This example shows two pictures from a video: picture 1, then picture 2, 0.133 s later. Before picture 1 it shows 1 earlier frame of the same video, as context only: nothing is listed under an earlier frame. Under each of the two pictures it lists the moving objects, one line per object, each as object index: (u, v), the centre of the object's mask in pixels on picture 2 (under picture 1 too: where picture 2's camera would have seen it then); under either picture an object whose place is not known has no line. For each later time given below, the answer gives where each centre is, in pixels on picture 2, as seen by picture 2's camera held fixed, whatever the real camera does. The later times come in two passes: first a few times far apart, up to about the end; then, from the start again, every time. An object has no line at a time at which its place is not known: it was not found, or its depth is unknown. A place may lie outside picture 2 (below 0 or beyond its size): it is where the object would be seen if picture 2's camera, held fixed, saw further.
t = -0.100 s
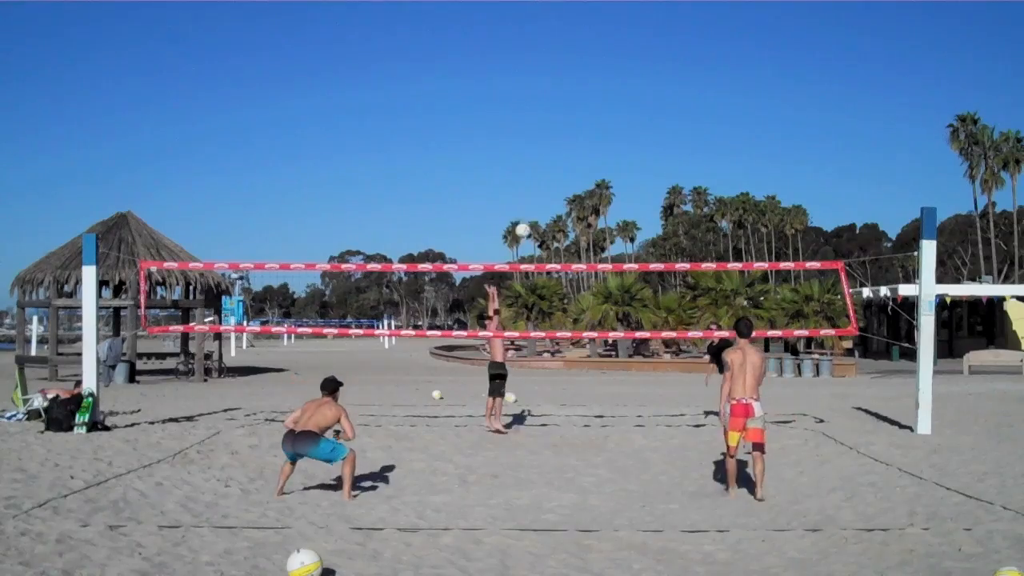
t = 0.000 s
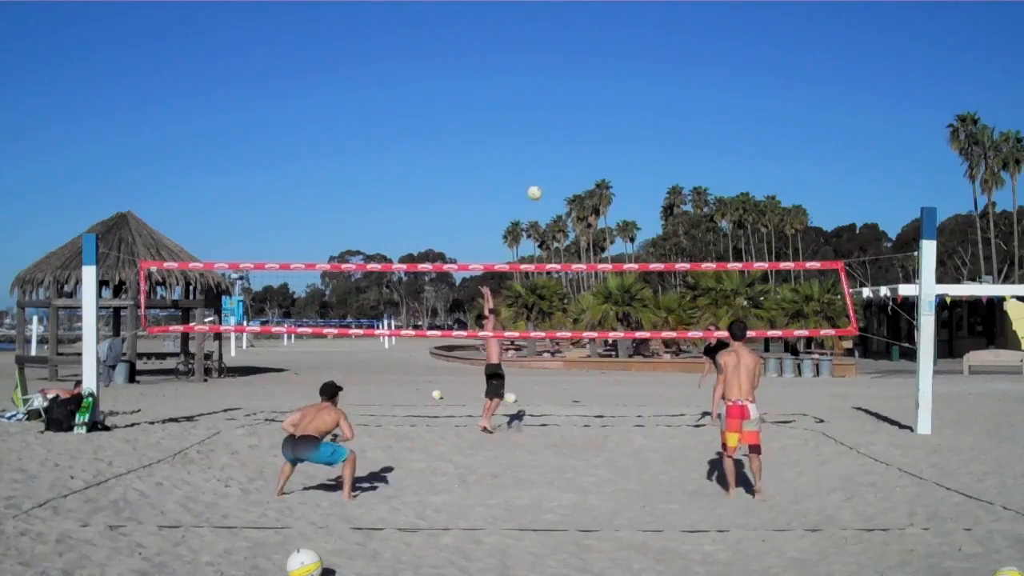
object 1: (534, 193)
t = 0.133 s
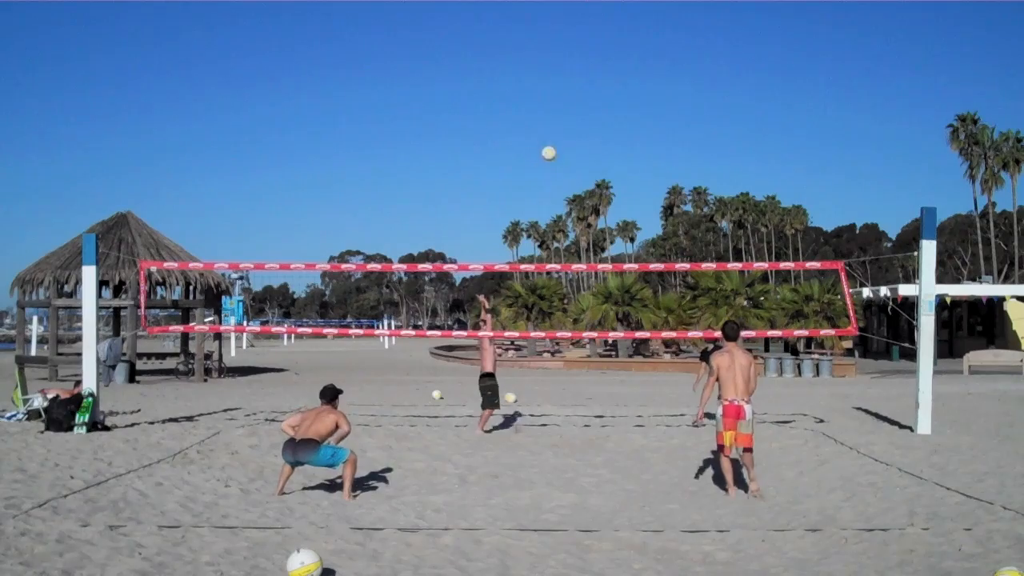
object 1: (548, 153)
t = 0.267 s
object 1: (562, 125)
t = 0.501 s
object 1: (584, 104)
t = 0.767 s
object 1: (609, 123)
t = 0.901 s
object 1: (621, 149)
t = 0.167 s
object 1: (552, 145)
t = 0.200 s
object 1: (555, 137)
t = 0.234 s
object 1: (559, 130)
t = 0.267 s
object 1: (562, 125)
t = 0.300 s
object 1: (565, 120)
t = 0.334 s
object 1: (568, 115)
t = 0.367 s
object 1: (572, 112)
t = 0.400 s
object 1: (575, 109)
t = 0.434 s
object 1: (578, 107)
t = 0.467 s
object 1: (581, 105)
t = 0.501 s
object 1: (584, 104)
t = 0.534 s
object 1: (588, 104)
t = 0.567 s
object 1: (591, 105)
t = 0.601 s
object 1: (594, 106)
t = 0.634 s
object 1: (597, 108)
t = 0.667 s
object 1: (600, 111)
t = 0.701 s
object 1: (603, 114)
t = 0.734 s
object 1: (606, 118)
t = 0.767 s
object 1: (609, 123)
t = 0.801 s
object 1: (612, 129)
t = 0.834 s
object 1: (615, 135)
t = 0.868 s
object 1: (618, 142)
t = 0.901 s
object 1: (621, 149)
